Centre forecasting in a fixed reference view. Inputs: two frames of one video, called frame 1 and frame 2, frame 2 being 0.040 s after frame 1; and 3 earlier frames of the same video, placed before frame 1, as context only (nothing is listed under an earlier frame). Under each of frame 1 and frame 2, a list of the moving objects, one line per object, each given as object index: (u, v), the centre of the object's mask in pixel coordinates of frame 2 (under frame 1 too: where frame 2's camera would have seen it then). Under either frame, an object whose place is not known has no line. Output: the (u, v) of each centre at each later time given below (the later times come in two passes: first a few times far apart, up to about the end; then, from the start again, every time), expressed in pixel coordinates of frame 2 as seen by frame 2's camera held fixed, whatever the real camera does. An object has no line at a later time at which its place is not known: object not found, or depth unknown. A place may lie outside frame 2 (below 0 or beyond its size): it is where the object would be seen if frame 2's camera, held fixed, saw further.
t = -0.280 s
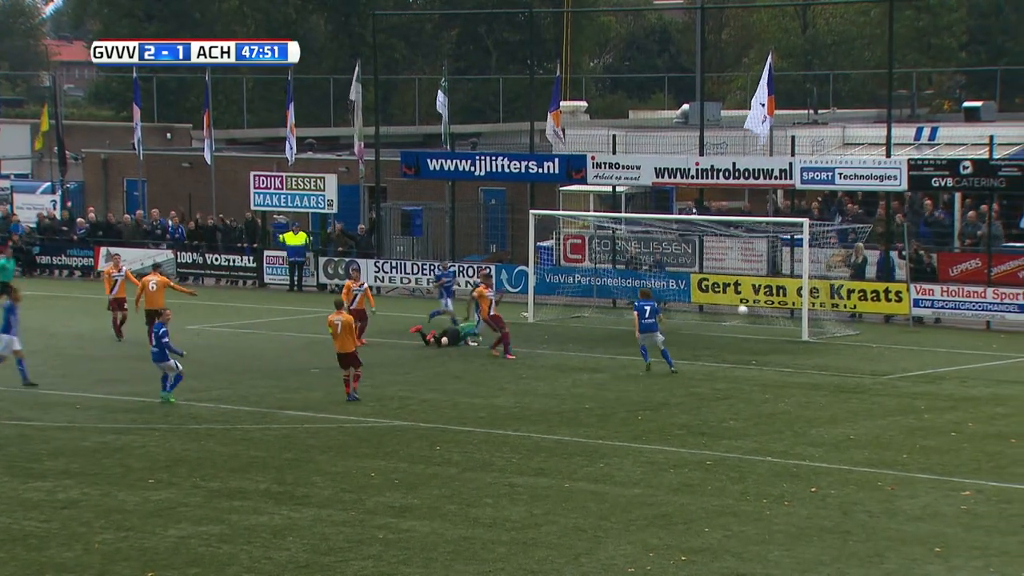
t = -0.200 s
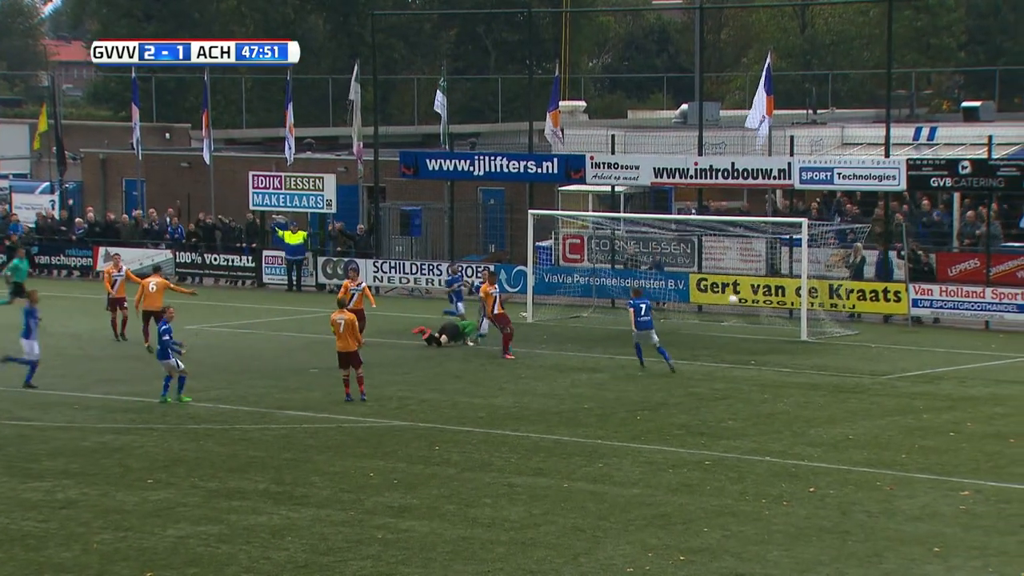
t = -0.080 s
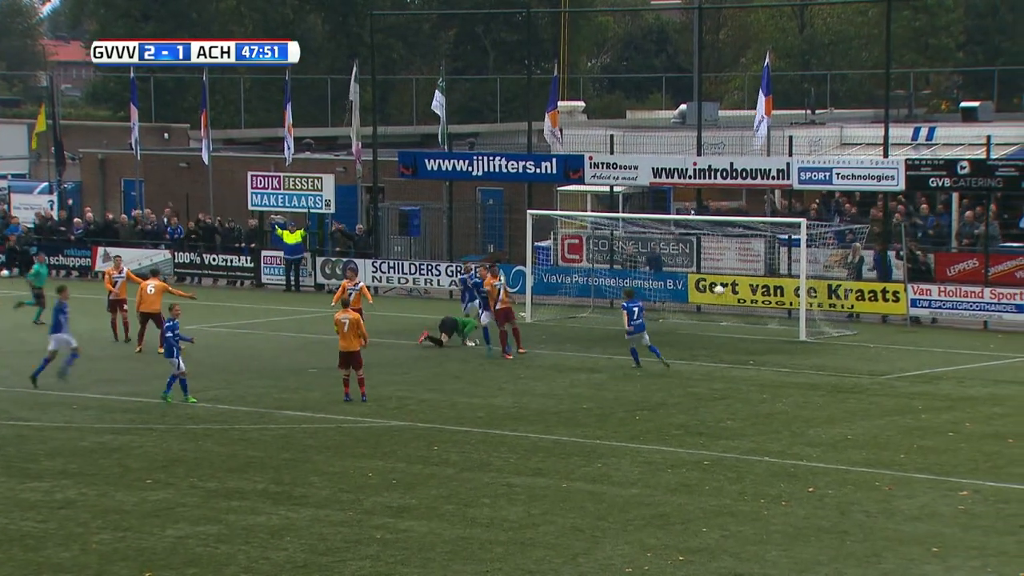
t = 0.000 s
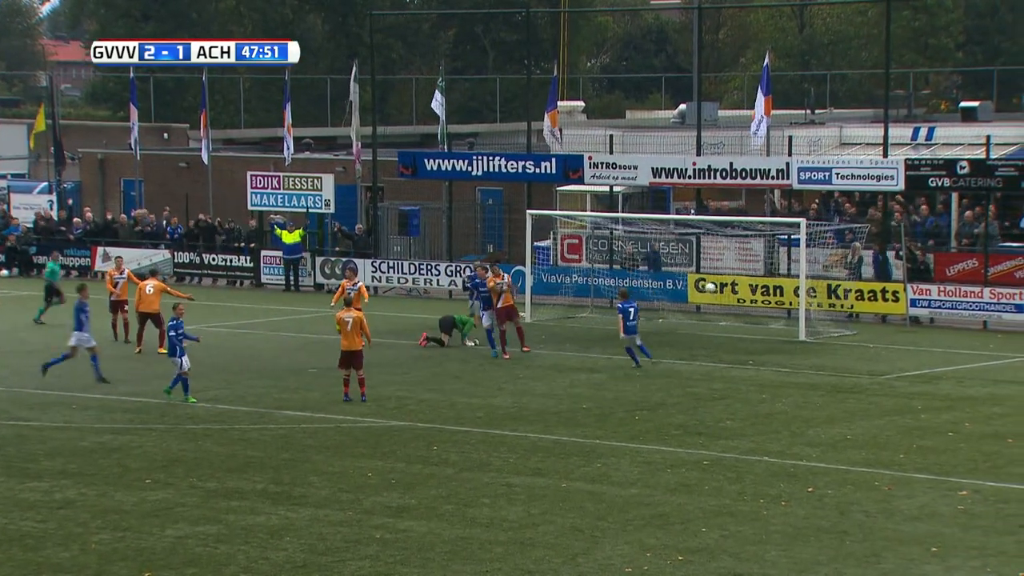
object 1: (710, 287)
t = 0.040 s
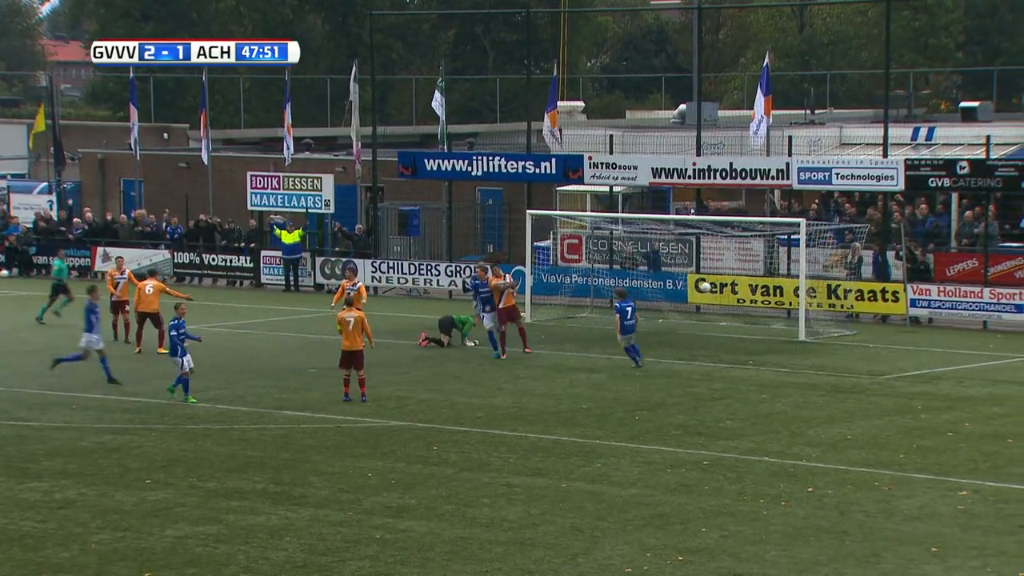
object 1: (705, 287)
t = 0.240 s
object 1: (685, 296)
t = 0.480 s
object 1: (663, 324)
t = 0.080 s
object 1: (702, 287)
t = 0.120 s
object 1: (697, 288)
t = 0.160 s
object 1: (693, 290)
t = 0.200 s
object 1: (689, 292)
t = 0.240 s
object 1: (685, 296)
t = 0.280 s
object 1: (681, 299)
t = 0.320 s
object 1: (677, 303)
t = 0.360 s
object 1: (674, 309)
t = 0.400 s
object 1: (670, 315)
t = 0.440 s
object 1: (666, 321)
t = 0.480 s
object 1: (663, 324)
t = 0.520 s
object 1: (659, 319)
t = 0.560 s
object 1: (656, 315)
